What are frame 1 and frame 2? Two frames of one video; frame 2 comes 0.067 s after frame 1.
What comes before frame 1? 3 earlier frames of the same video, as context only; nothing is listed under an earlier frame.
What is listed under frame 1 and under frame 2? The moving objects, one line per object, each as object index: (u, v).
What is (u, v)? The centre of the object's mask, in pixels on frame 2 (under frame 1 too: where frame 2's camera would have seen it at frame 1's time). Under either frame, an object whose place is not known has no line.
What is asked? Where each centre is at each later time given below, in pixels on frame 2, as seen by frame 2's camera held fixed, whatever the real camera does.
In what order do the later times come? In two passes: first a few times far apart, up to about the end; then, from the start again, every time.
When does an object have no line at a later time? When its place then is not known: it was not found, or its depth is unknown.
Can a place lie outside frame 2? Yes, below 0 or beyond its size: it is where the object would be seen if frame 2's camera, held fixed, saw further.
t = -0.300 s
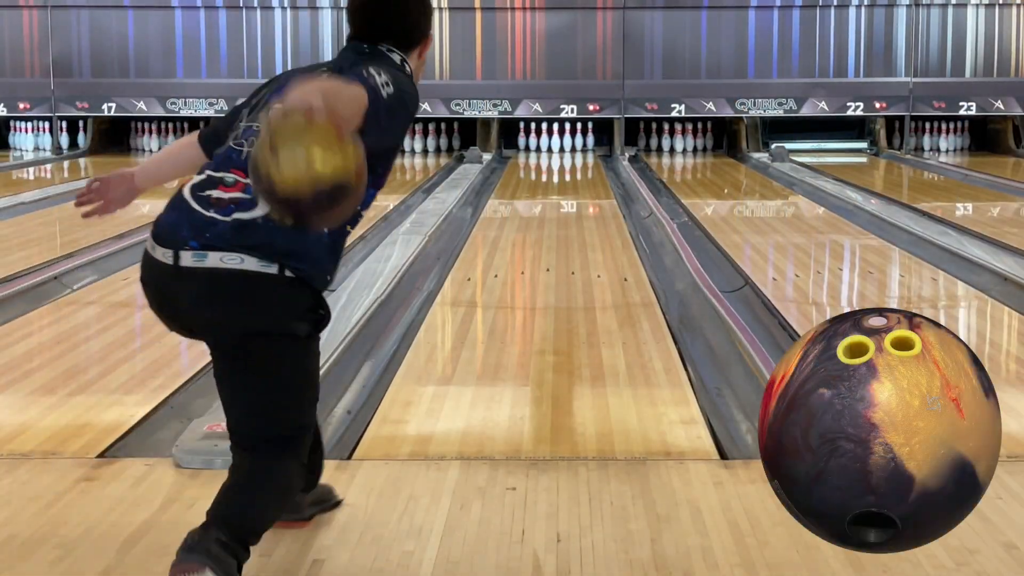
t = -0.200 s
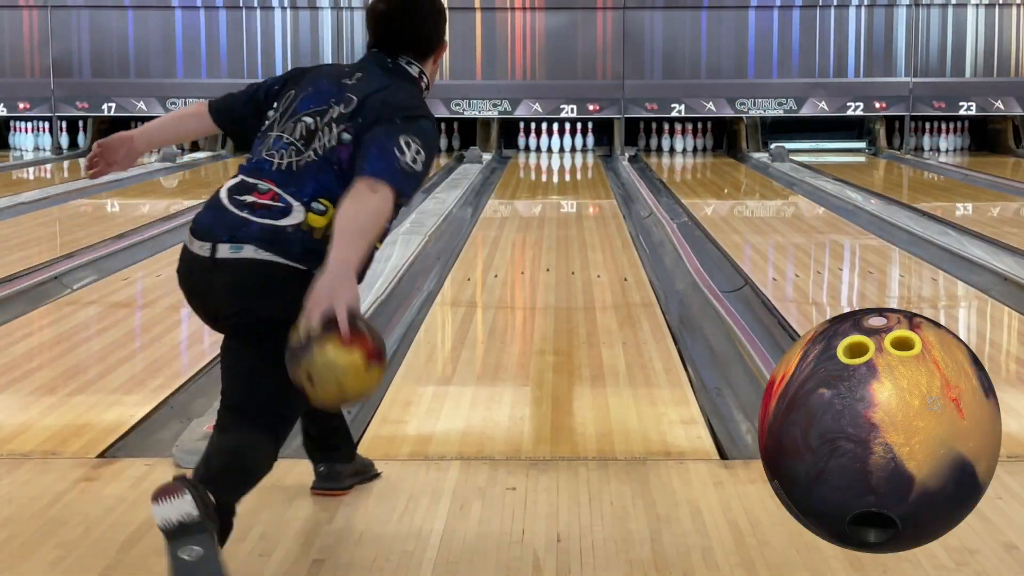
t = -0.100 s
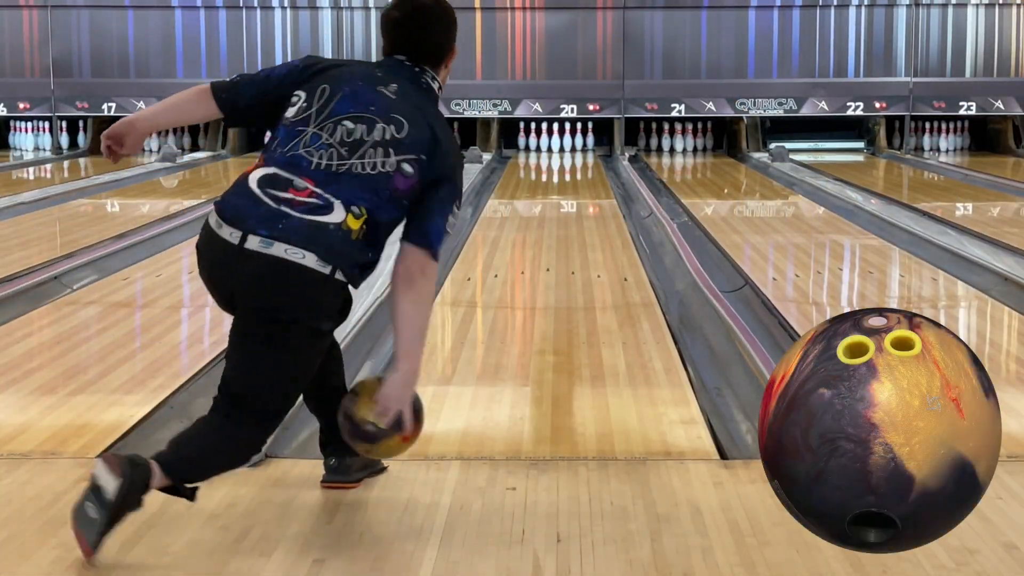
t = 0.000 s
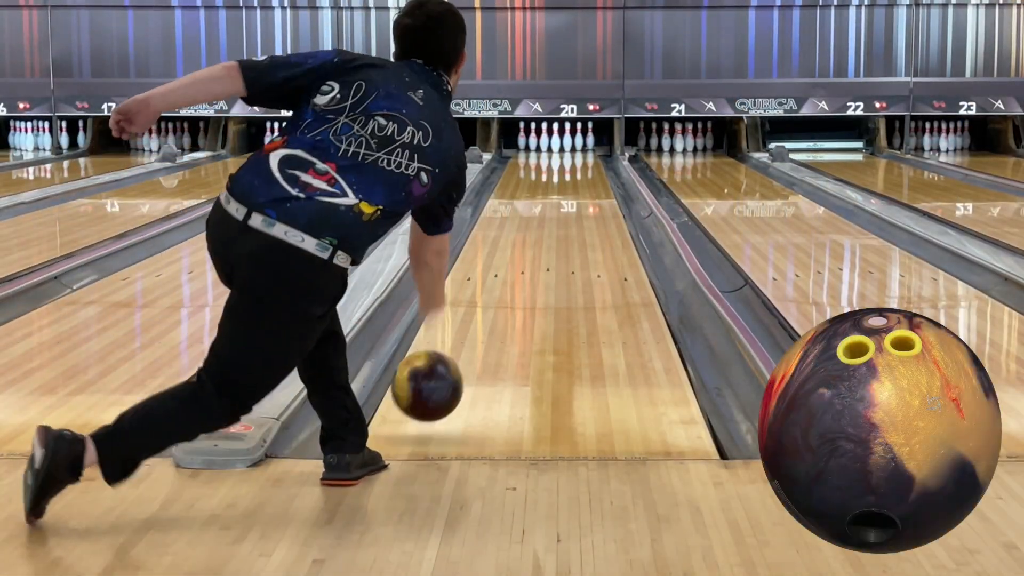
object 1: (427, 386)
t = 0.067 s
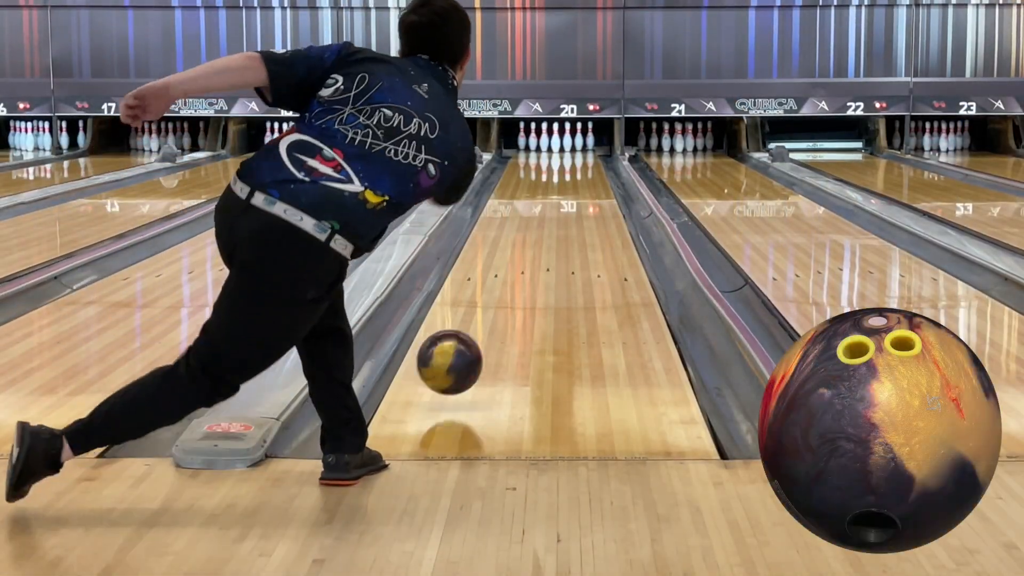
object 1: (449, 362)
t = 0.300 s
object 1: (503, 301)
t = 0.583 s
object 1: (540, 250)
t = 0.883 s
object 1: (562, 215)
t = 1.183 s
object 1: (576, 192)
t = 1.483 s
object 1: (584, 174)
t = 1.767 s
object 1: (588, 163)
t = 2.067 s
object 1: (583, 154)
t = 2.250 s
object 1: (577, 149)
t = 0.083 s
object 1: (455, 358)
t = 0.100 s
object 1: (459, 356)
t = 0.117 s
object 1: (464, 355)
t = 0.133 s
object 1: (468, 349)
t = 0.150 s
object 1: (472, 343)
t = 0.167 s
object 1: (476, 338)
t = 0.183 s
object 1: (480, 333)
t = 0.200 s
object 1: (484, 328)
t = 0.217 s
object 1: (487, 323)
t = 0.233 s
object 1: (491, 318)
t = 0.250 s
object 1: (494, 313)
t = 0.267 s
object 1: (497, 309)
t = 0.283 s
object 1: (500, 305)
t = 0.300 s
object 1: (503, 301)
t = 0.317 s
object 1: (506, 297)
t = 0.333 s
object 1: (509, 293)
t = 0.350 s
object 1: (511, 289)
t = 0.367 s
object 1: (514, 286)
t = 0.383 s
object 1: (516, 282)
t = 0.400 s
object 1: (518, 279)
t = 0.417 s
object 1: (521, 276)
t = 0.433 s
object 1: (523, 273)
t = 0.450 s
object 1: (525, 270)
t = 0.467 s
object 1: (527, 268)
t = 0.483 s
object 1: (529, 265)
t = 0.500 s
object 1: (531, 262)
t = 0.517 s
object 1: (533, 259)
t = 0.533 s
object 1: (534, 260)
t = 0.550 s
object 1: (543, 259)
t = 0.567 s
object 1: (543, 249)
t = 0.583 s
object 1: (540, 250)
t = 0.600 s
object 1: (541, 247)
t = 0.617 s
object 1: (543, 245)
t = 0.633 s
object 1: (544, 243)
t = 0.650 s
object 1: (546, 241)
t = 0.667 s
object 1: (547, 238)
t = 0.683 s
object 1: (549, 237)
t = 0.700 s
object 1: (550, 234)
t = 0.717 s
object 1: (551, 232)
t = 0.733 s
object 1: (552, 231)
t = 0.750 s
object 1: (554, 229)
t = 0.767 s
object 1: (555, 227)
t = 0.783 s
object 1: (556, 225)
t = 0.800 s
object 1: (557, 223)
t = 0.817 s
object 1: (559, 221)
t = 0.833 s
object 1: (559, 220)
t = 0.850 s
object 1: (561, 218)
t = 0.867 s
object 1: (562, 217)
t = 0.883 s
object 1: (562, 215)
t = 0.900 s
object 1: (563, 214)
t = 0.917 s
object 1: (564, 212)
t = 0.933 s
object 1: (565, 211)
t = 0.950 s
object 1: (566, 209)
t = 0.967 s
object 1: (567, 208)
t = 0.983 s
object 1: (568, 206)
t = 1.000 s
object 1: (569, 204)
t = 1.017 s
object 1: (570, 203)
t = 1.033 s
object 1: (570, 202)
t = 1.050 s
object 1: (571, 201)
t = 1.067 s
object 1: (572, 200)
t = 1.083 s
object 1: (572, 198)
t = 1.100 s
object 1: (573, 197)
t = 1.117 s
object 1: (574, 196)
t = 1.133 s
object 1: (575, 195)
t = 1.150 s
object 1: (575, 194)
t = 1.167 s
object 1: (576, 193)
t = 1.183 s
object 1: (576, 192)
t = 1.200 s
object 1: (577, 191)
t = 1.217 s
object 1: (578, 190)
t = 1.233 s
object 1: (578, 188)
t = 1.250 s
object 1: (579, 187)
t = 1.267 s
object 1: (580, 186)
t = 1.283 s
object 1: (580, 185)
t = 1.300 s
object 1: (580, 184)
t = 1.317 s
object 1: (581, 183)
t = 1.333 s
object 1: (580, 182)
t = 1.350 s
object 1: (581, 182)
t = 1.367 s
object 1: (582, 181)
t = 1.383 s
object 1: (582, 180)
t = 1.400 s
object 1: (582, 179)
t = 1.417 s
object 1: (583, 178)
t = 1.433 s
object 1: (584, 177)
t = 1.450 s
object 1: (584, 176)
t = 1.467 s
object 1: (584, 175)
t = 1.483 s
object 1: (584, 174)
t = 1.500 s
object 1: (584, 174)
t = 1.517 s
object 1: (585, 174)
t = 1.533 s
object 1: (586, 172)
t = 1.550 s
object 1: (586, 172)
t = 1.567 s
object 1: (586, 171)
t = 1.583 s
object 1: (586, 171)
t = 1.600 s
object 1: (586, 170)
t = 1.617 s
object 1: (587, 169)
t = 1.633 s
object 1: (586, 168)
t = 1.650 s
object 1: (587, 167)
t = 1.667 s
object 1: (586, 168)
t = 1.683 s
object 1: (587, 166)
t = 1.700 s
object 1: (587, 165)
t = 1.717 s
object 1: (587, 165)
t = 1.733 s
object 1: (587, 164)
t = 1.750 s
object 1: (587, 164)
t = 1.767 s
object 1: (588, 163)
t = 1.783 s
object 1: (588, 162)
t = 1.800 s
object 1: (587, 162)
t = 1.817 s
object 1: (587, 161)
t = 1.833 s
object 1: (587, 161)
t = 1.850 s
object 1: (587, 159)
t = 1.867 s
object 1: (586, 159)
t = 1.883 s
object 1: (586, 159)
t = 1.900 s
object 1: (586, 158)
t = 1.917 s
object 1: (586, 158)
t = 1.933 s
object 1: (586, 158)
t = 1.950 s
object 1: (585, 157)
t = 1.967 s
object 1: (585, 157)
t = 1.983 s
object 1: (585, 156)
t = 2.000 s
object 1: (585, 156)
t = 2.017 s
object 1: (584, 155)
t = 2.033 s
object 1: (584, 155)
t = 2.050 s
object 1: (583, 154)
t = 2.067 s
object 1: (583, 154)
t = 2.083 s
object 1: (583, 153)
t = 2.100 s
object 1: (582, 153)
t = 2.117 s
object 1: (581, 153)
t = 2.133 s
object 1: (581, 152)
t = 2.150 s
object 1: (579, 151)
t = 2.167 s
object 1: (579, 151)
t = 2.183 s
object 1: (579, 151)
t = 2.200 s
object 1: (578, 150)
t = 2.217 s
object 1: (578, 150)
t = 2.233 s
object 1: (577, 149)
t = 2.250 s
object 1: (577, 149)
